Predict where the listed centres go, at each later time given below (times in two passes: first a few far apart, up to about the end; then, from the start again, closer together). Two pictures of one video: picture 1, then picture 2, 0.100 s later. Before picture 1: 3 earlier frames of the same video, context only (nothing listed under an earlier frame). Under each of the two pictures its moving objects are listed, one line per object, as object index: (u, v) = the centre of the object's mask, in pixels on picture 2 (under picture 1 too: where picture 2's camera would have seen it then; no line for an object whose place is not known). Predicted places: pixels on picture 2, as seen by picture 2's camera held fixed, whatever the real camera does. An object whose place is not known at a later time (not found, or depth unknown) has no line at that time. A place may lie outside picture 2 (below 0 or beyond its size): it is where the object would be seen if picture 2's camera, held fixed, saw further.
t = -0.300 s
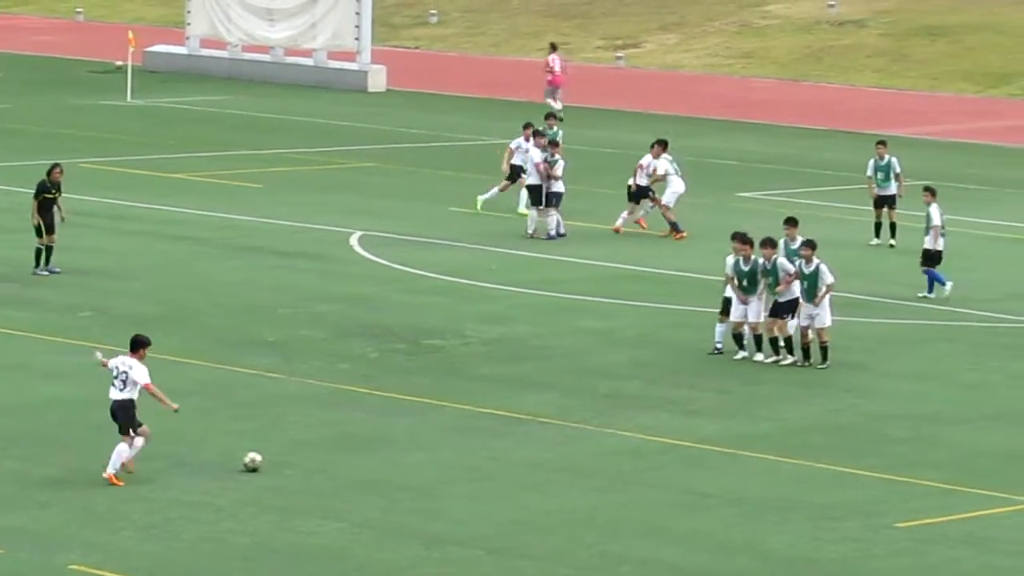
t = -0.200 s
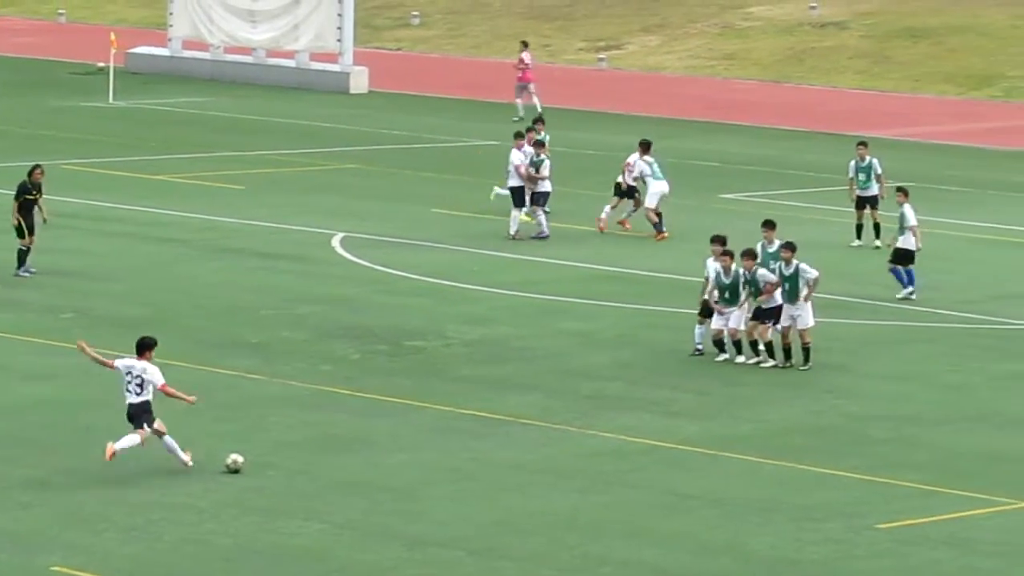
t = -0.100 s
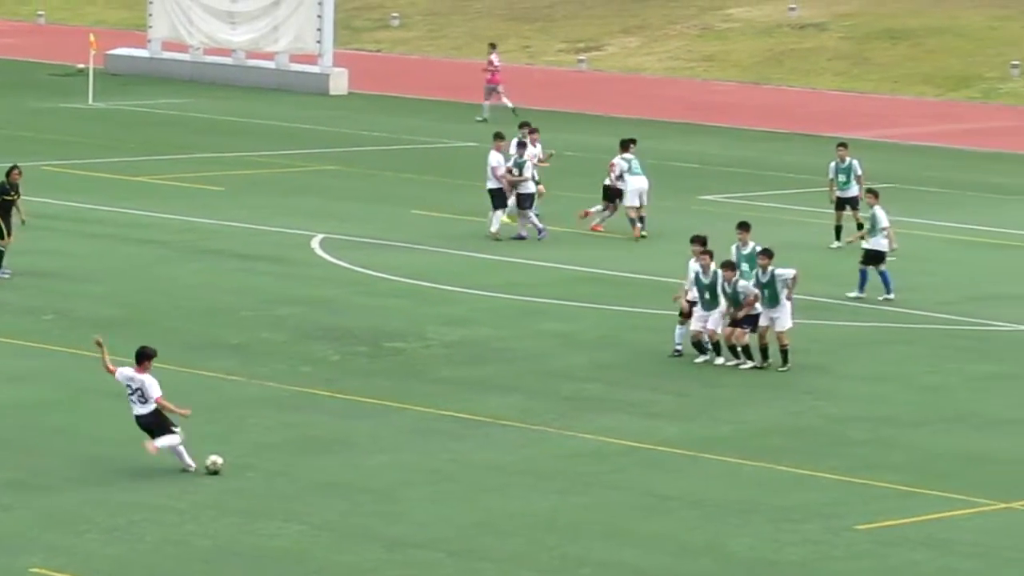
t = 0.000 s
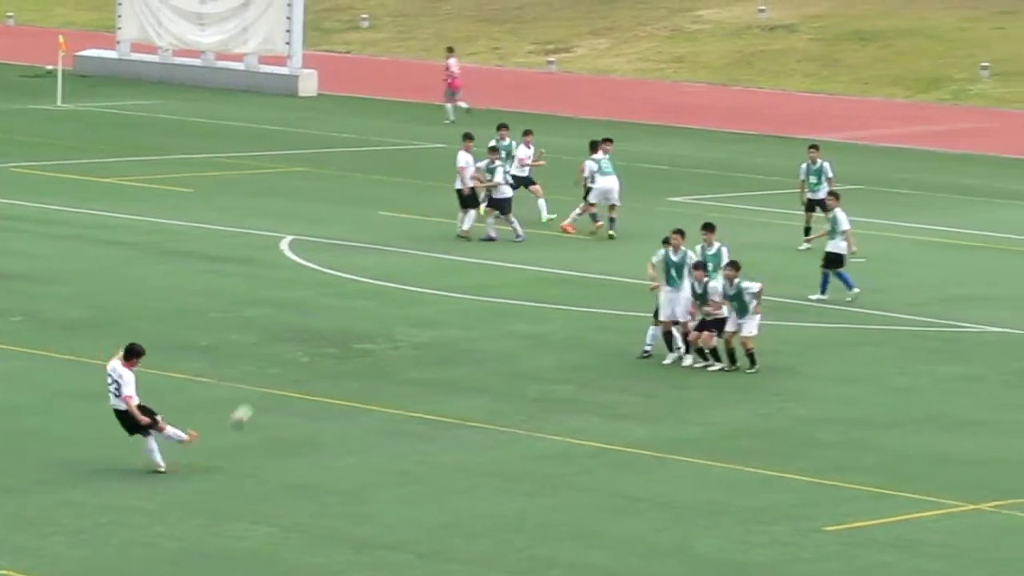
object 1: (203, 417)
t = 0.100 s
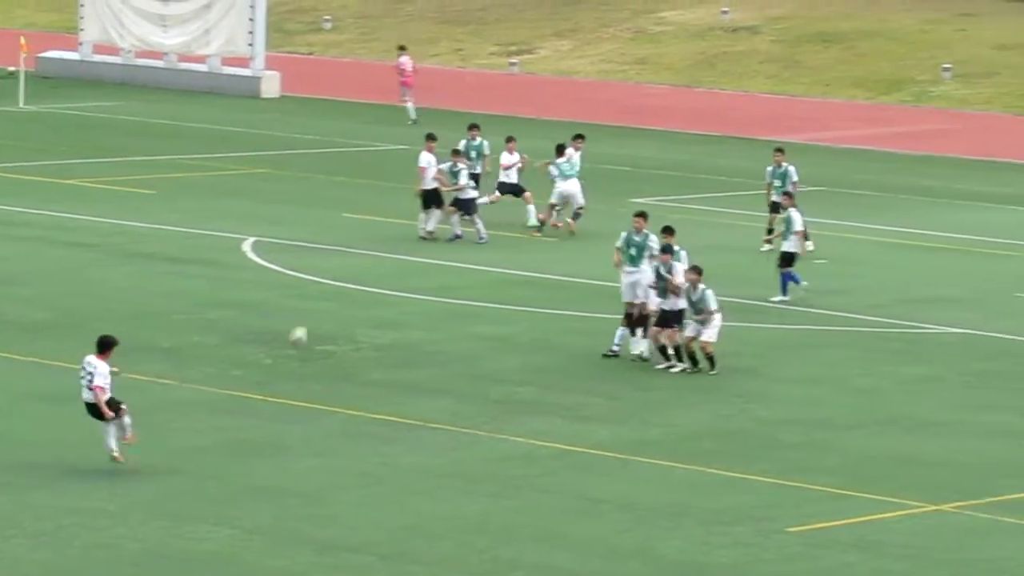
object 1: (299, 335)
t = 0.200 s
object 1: (376, 267)
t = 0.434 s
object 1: (504, 155)
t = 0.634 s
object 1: (576, 101)
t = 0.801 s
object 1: (621, 77)
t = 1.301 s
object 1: (696, 88)
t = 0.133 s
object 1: (327, 311)
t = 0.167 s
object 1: (352, 289)
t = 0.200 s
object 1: (376, 267)
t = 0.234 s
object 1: (398, 247)
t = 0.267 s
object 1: (420, 229)
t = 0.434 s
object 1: (504, 155)
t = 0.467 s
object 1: (518, 143)
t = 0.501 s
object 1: (530, 133)
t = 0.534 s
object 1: (542, 122)
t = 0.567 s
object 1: (554, 115)
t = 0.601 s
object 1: (565, 108)
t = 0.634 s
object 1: (576, 101)
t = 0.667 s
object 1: (586, 95)
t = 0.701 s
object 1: (595, 89)
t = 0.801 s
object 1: (621, 77)
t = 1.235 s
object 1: (691, 78)
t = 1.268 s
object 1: (694, 82)
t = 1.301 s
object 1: (696, 88)
